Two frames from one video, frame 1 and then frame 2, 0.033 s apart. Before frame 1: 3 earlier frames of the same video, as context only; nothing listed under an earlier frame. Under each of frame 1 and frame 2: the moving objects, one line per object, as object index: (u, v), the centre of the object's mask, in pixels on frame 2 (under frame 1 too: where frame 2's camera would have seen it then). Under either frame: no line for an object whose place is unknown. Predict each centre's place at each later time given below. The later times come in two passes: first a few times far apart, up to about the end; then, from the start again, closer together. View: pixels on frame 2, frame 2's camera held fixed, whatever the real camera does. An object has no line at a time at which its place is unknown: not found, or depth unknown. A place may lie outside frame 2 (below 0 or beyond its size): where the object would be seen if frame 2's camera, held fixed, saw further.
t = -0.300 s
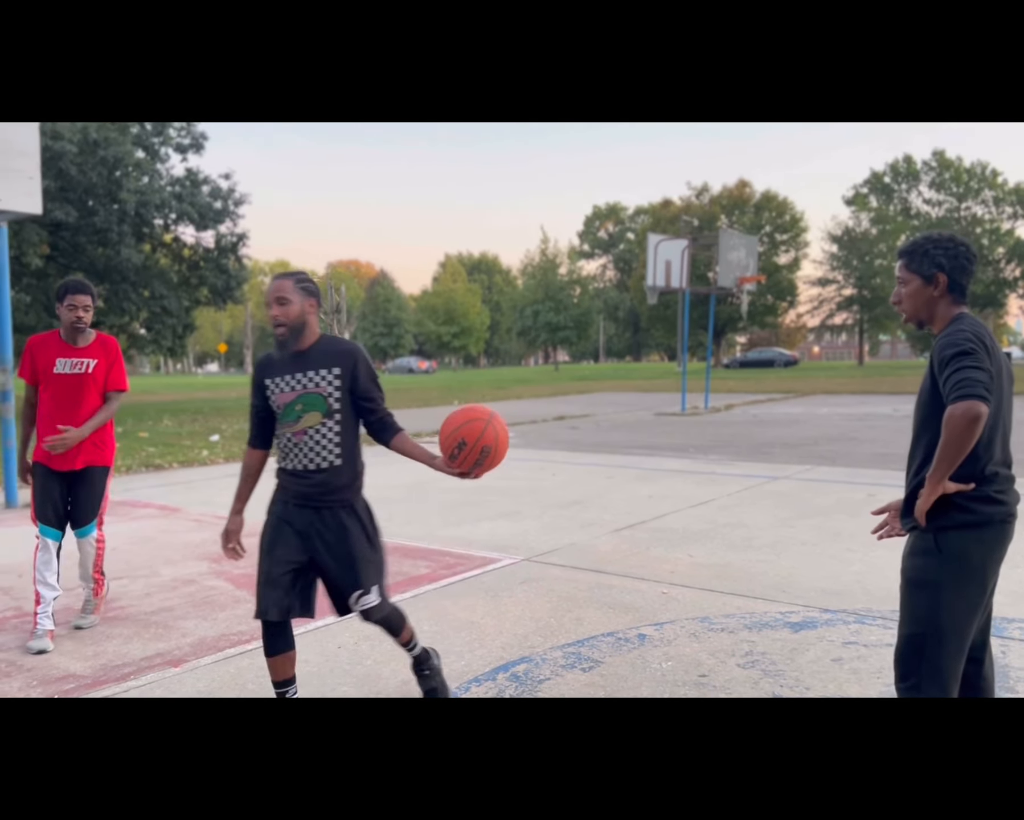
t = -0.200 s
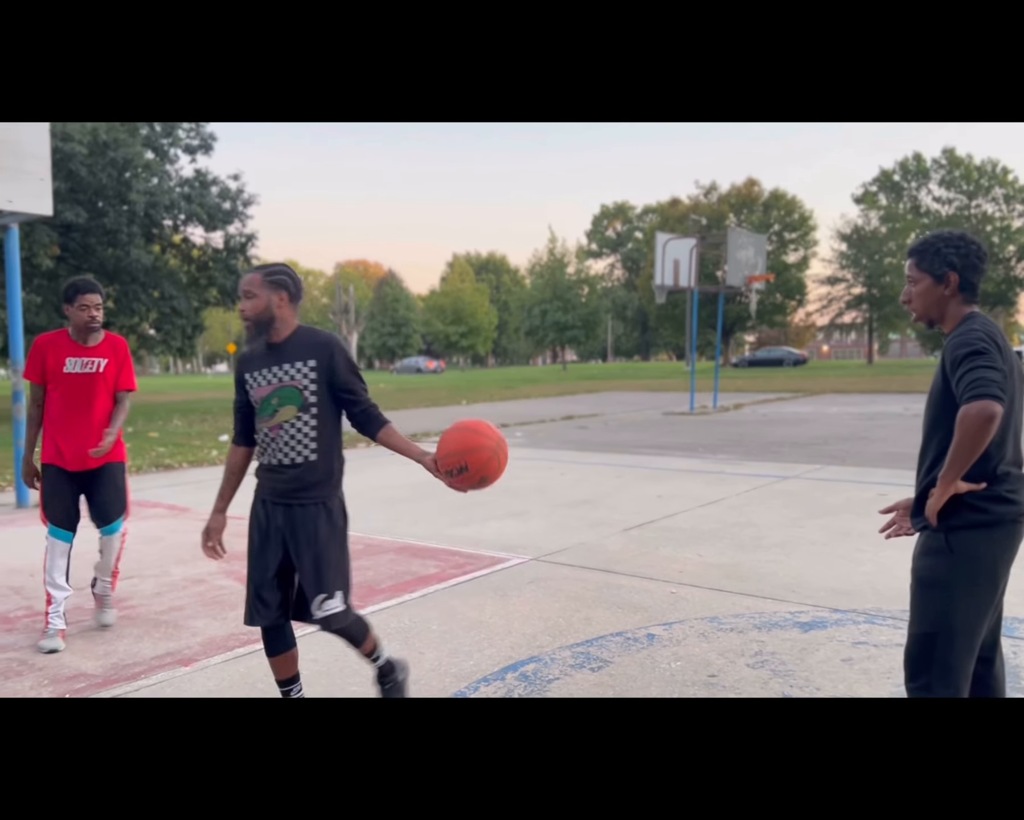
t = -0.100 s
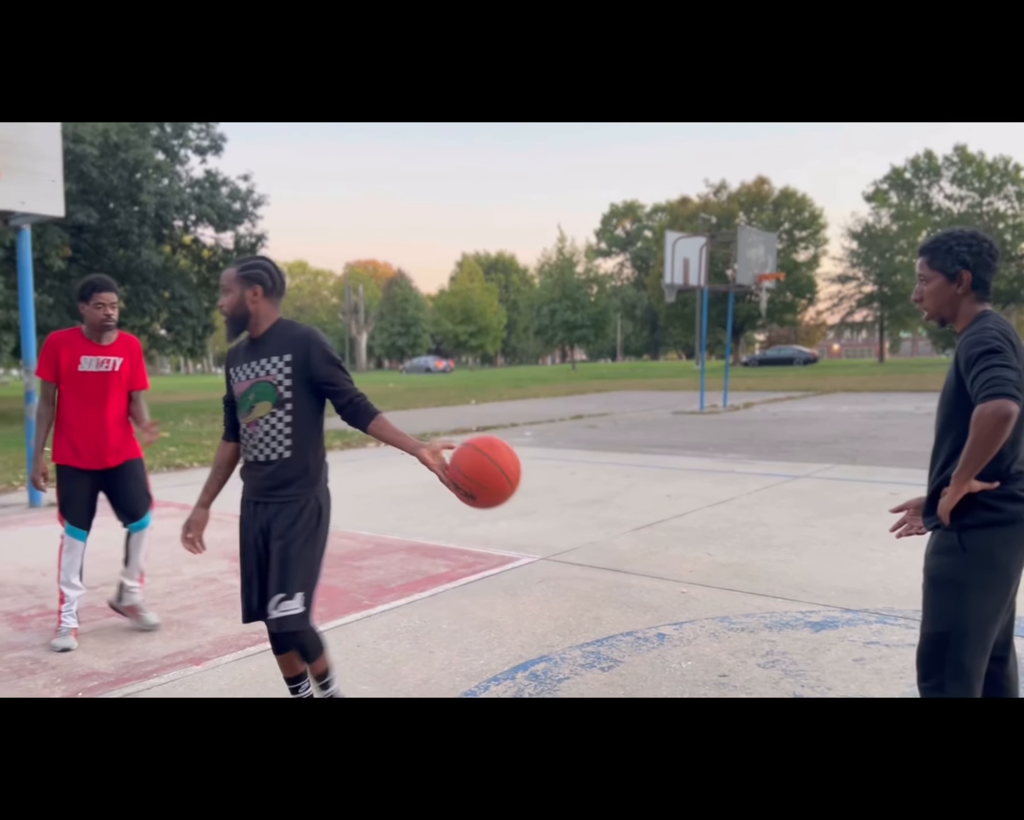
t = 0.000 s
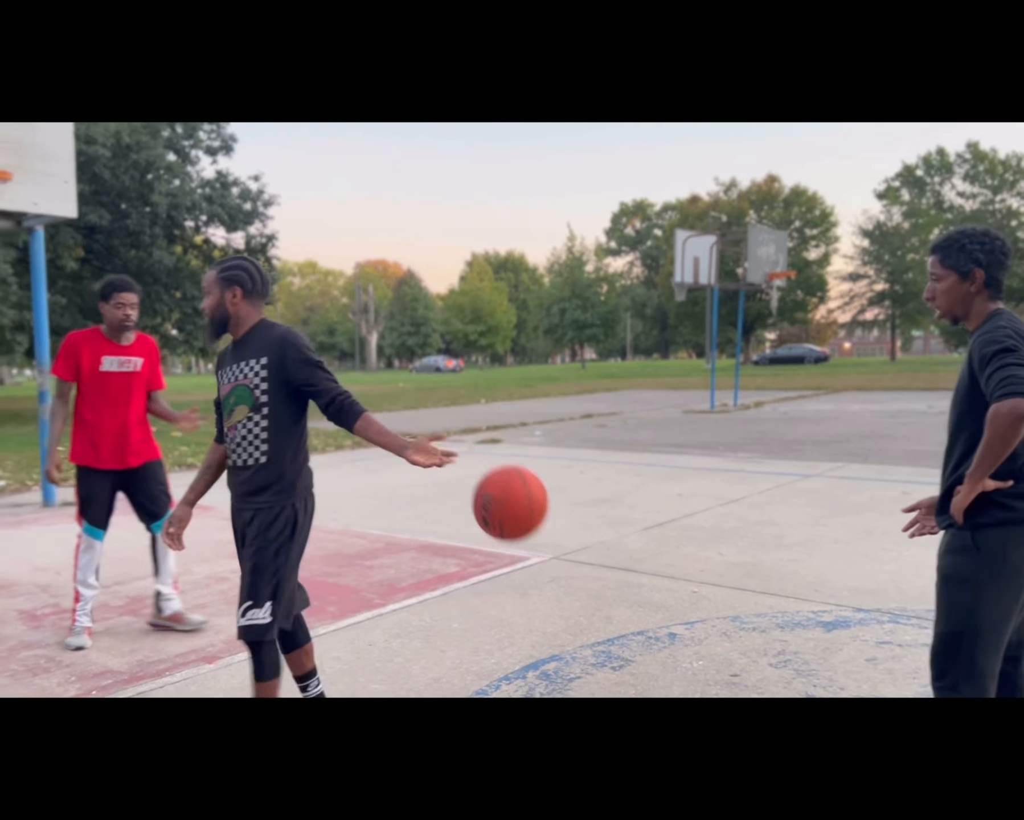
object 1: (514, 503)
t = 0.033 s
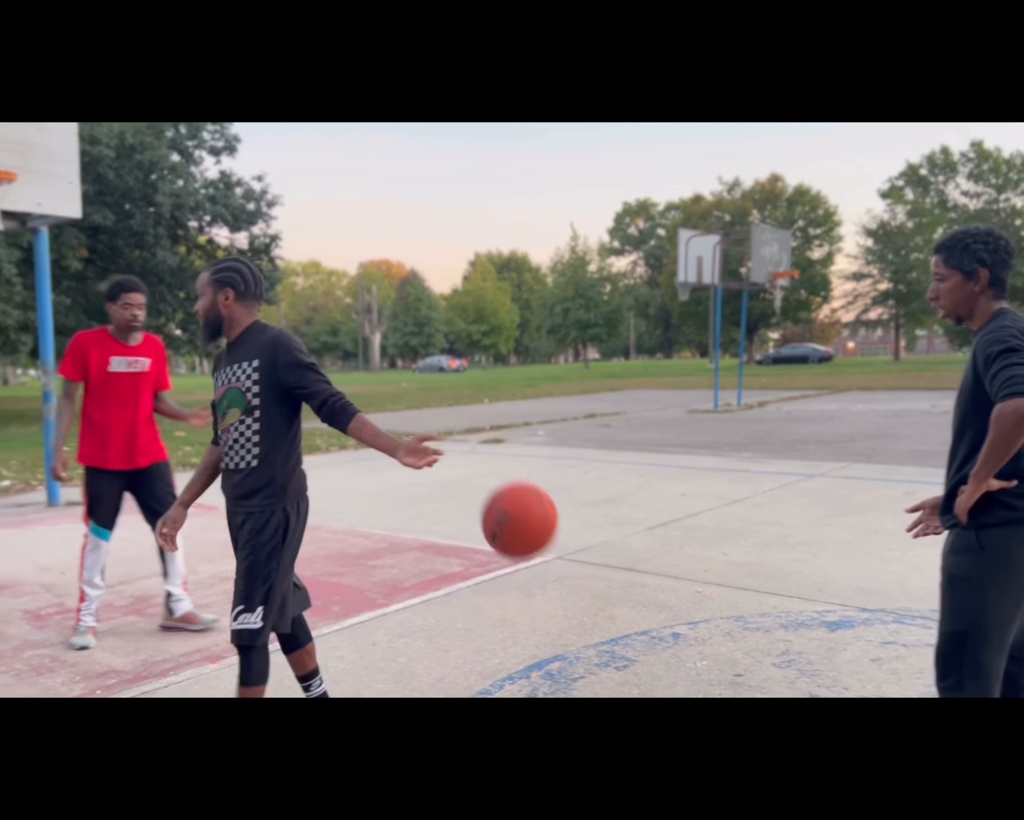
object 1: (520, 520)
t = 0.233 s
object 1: (559, 688)
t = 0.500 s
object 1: (626, 659)
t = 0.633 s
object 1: (663, 639)
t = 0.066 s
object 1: (526, 541)
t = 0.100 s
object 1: (532, 567)
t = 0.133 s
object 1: (539, 598)
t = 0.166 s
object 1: (545, 631)
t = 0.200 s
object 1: (552, 666)
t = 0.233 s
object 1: (559, 688)
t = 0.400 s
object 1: (598, 688)
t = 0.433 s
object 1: (607, 678)
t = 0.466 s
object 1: (616, 669)
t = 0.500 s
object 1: (626, 659)
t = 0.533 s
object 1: (635, 649)
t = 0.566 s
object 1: (644, 642)
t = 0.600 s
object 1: (654, 638)
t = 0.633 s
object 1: (663, 639)
